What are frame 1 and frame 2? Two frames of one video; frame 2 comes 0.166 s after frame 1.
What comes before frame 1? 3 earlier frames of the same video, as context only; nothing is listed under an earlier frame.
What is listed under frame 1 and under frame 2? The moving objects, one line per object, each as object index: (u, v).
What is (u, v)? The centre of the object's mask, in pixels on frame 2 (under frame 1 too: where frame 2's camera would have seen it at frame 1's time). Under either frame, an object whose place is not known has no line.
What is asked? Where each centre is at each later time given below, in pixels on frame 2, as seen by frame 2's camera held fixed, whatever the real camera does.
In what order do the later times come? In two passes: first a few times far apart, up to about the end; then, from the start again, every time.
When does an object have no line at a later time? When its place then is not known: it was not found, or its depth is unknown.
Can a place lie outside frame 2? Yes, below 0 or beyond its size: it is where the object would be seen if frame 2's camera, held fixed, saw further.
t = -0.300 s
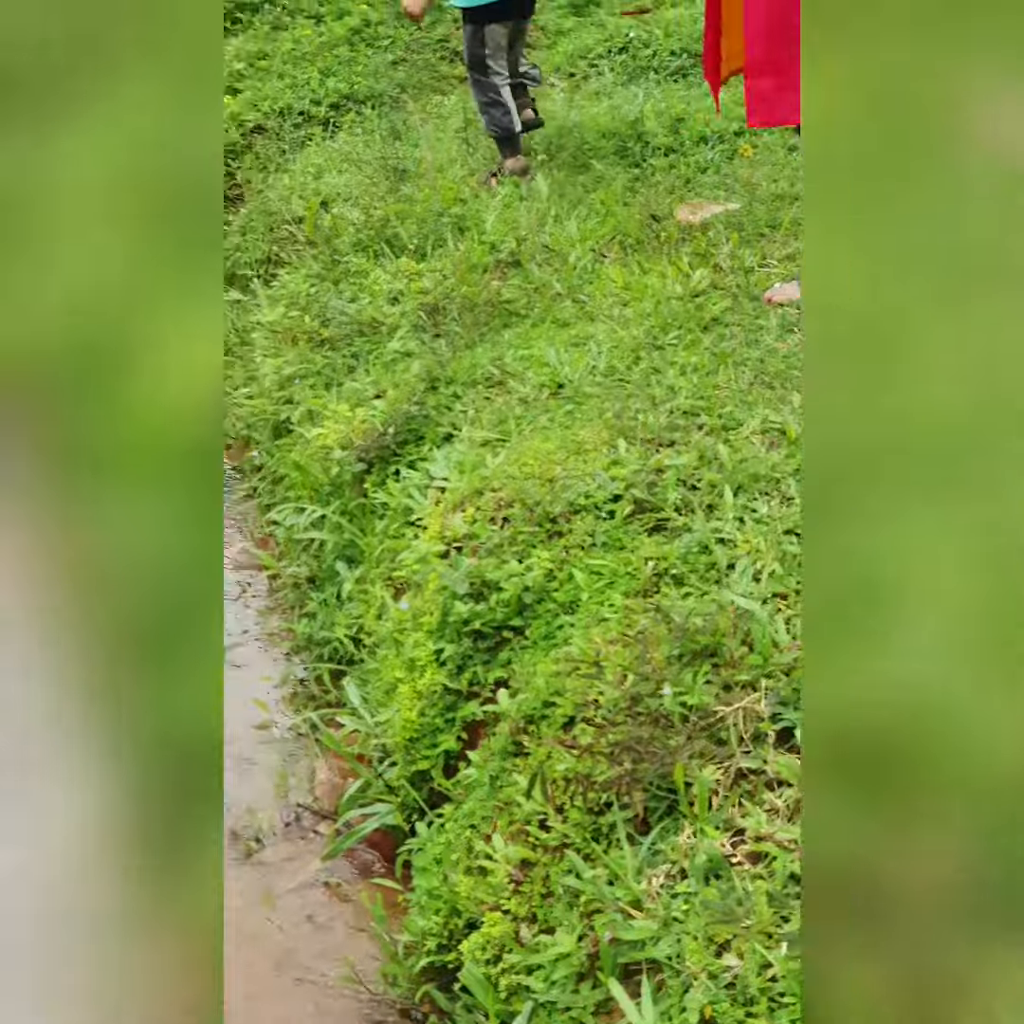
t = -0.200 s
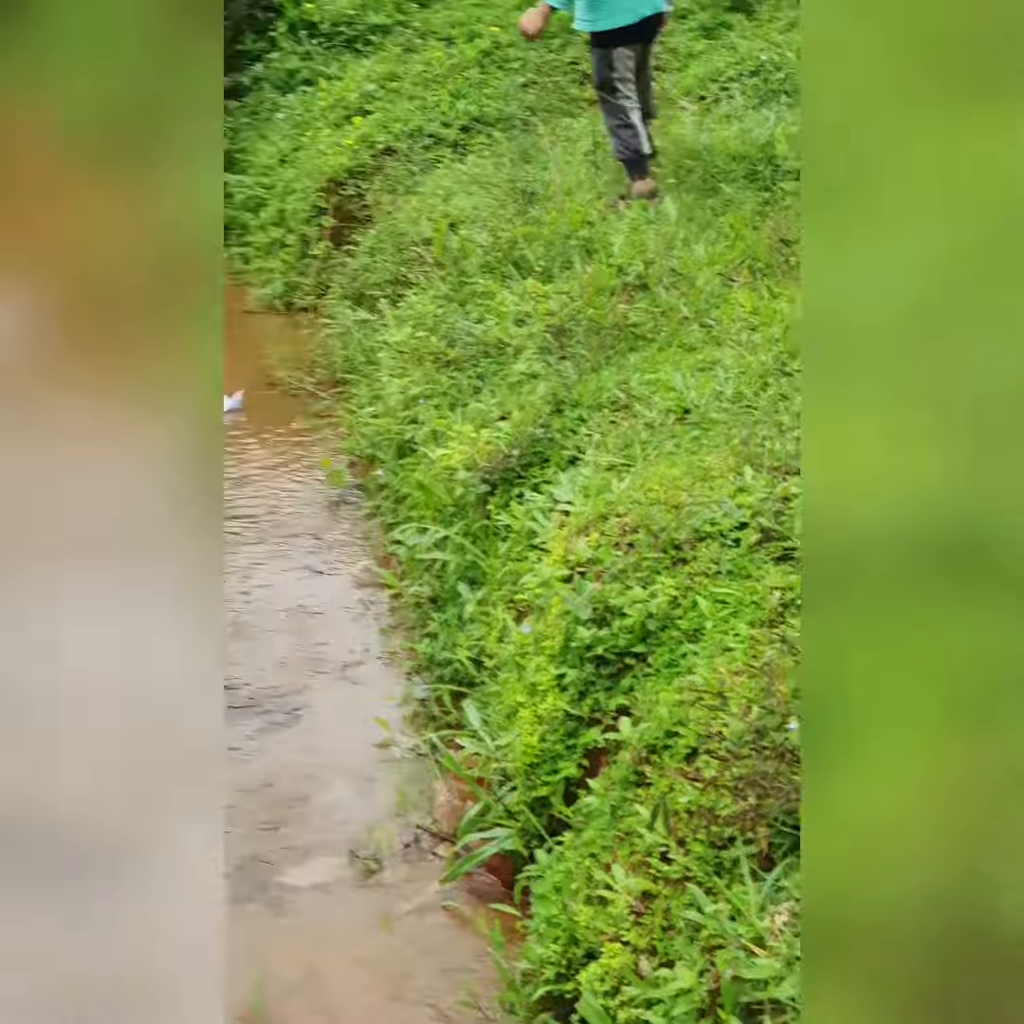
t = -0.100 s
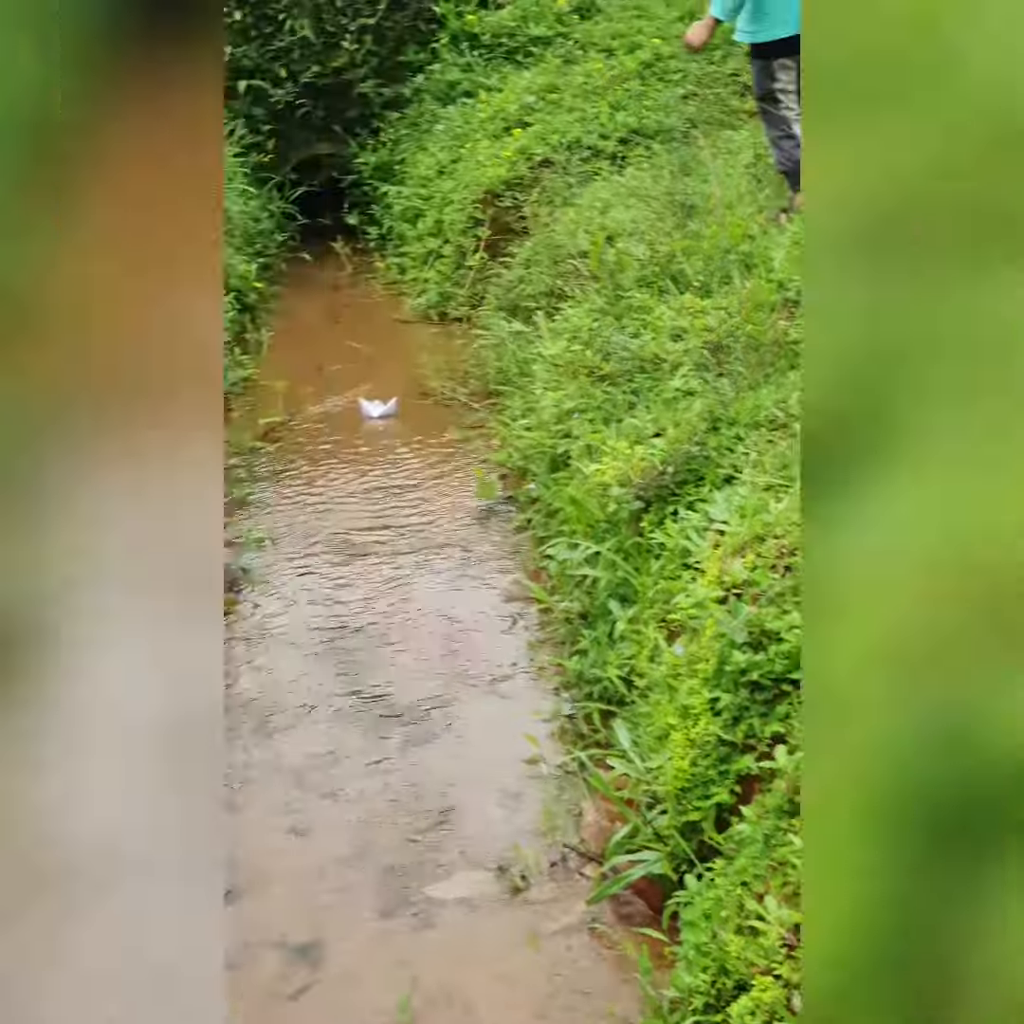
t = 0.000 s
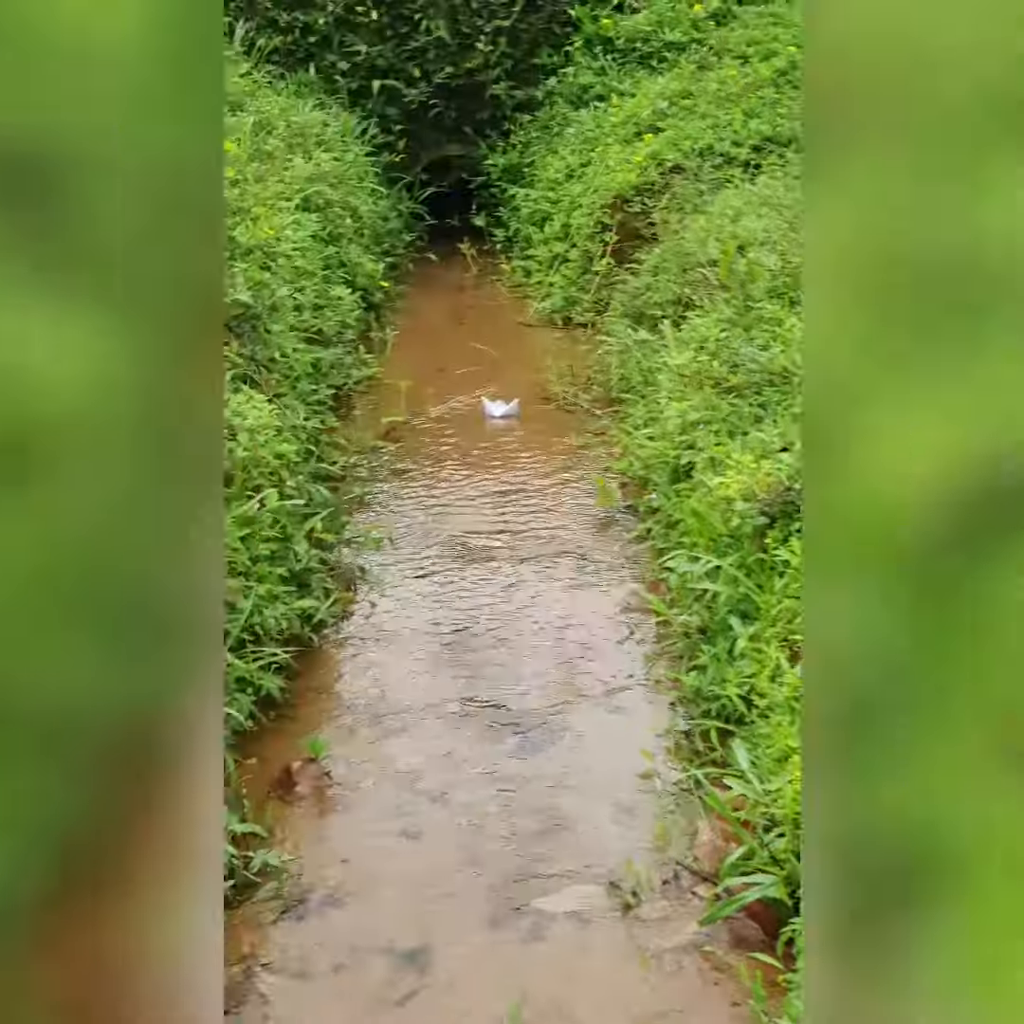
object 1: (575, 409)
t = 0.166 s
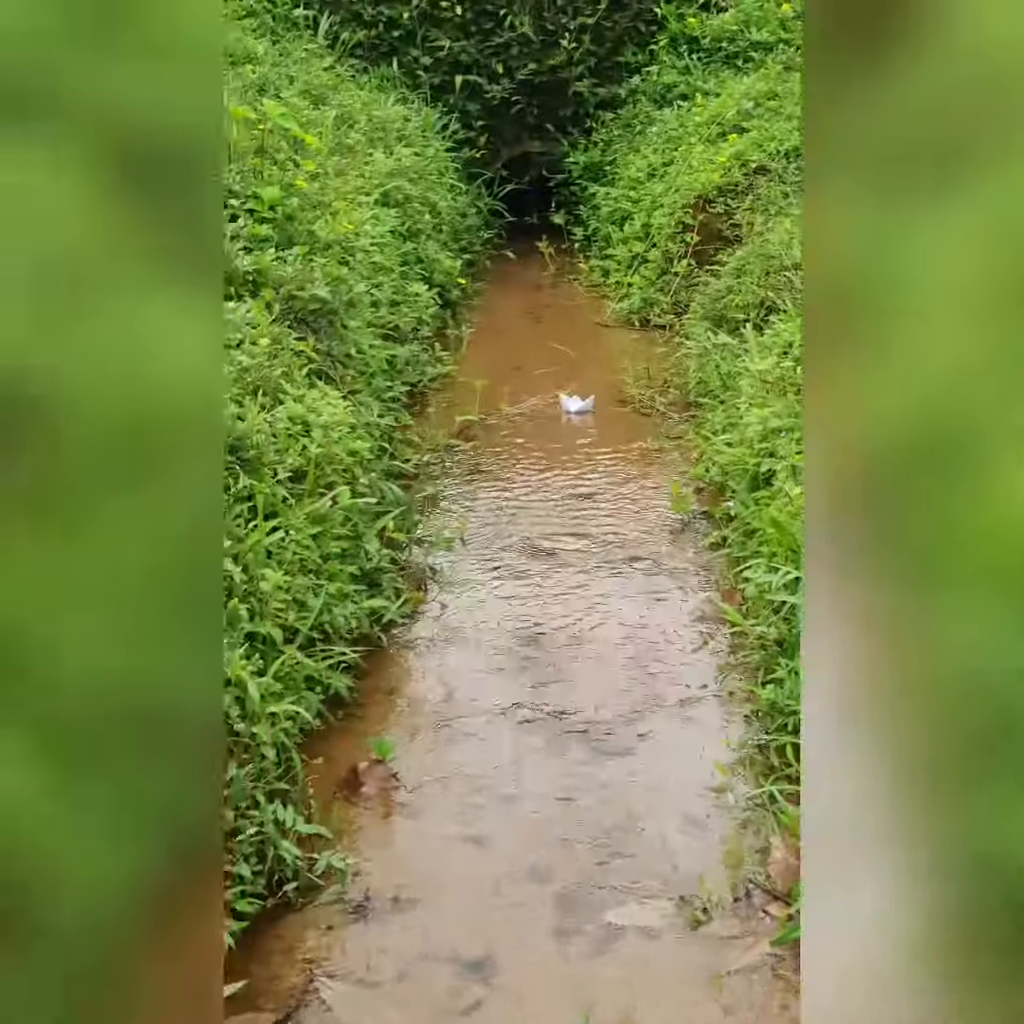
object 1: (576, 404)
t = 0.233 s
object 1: (576, 402)
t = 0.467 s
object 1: (577, 393)
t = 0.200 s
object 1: (576, 403)
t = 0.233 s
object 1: (576, 402)
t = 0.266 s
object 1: (576, 401)
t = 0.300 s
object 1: (576, 400)
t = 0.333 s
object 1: (576, 399)
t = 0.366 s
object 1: (576, 397)
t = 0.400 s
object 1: (577, 396)
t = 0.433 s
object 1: (577, 395)
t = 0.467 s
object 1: (577, 393)
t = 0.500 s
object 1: (577, 393)
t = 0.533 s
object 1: (577, 391)
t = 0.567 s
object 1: (577, 390)
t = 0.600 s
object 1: (578, 389)
